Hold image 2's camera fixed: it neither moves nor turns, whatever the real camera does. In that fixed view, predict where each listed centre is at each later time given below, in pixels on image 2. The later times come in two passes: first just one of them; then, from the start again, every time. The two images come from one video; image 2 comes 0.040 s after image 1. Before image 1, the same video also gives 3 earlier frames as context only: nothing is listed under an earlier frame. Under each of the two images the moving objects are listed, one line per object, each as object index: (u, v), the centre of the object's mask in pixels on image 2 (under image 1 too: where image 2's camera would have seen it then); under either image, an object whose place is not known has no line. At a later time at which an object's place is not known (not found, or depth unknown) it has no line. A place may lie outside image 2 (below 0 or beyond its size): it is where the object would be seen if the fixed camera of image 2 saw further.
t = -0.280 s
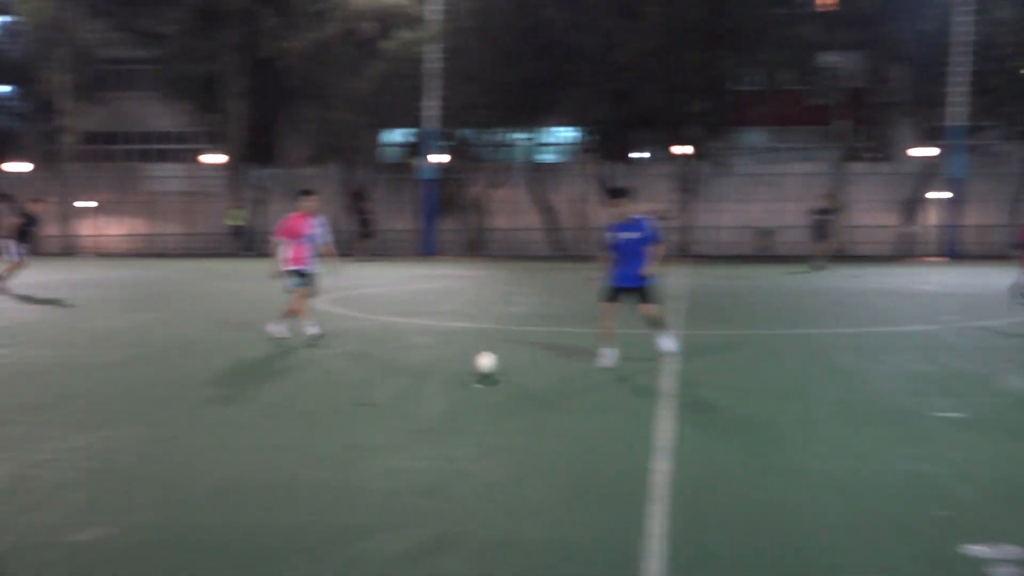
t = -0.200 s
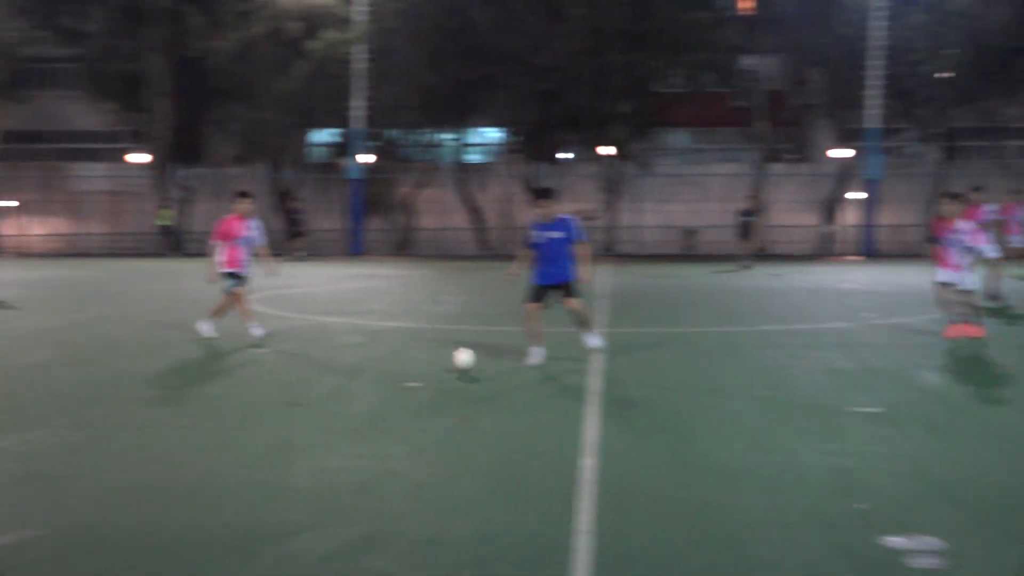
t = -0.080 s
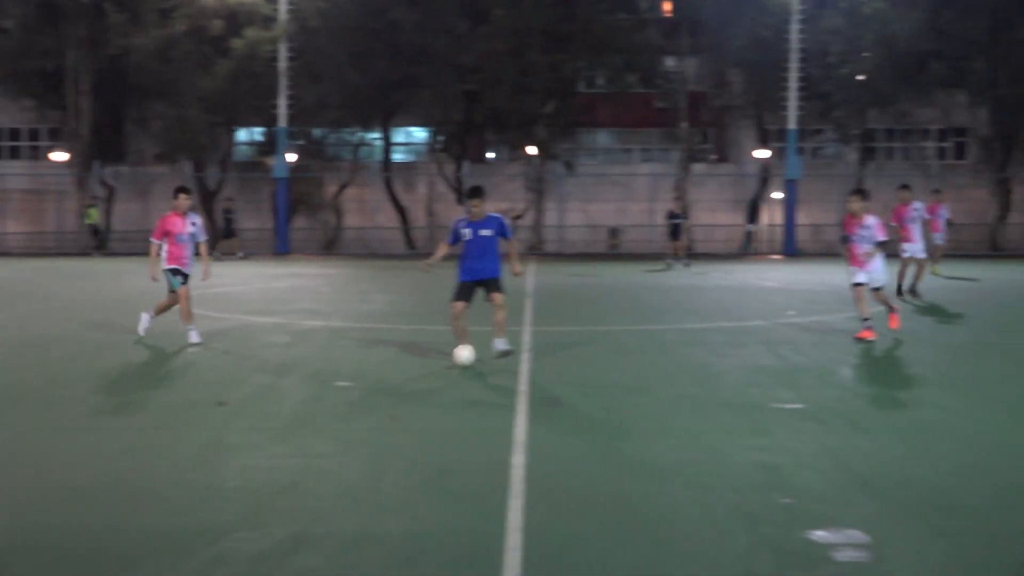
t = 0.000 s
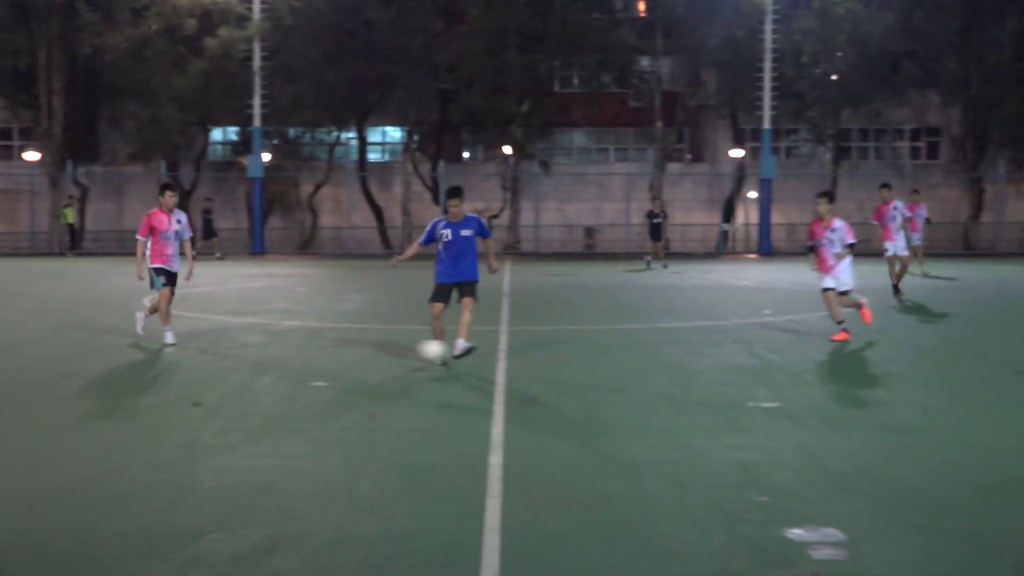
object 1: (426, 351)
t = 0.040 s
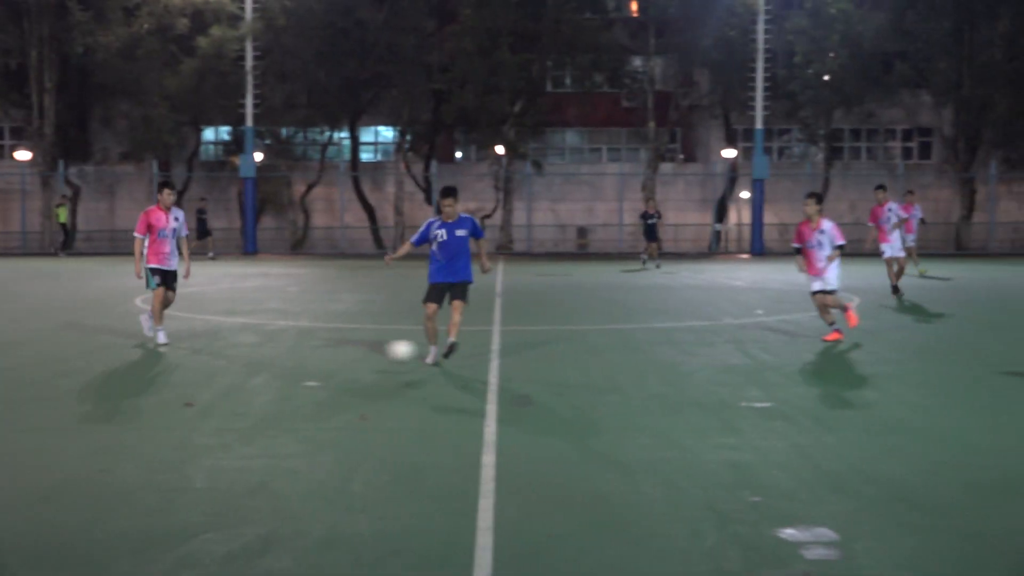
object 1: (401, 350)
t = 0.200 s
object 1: (299, 371)
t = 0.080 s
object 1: (377, 353)
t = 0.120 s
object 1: (352, 356)
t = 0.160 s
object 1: (325, 363)
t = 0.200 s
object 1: (299, 371)
